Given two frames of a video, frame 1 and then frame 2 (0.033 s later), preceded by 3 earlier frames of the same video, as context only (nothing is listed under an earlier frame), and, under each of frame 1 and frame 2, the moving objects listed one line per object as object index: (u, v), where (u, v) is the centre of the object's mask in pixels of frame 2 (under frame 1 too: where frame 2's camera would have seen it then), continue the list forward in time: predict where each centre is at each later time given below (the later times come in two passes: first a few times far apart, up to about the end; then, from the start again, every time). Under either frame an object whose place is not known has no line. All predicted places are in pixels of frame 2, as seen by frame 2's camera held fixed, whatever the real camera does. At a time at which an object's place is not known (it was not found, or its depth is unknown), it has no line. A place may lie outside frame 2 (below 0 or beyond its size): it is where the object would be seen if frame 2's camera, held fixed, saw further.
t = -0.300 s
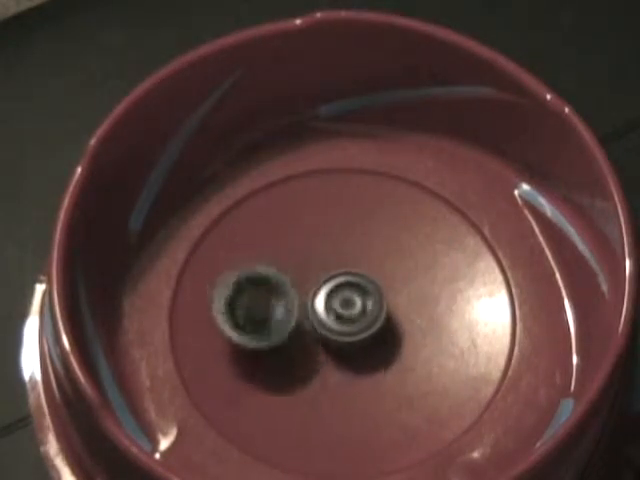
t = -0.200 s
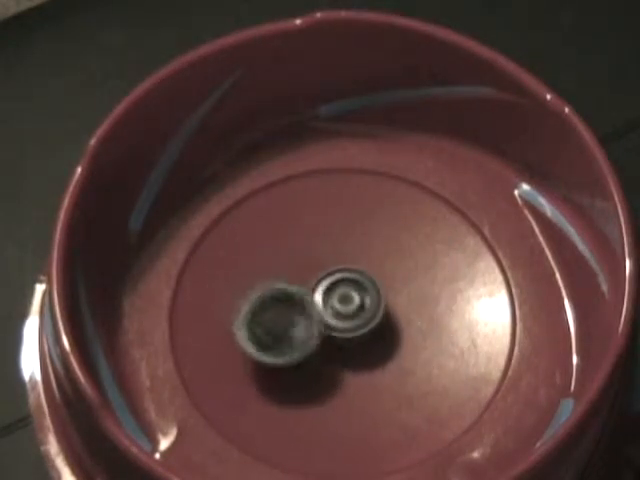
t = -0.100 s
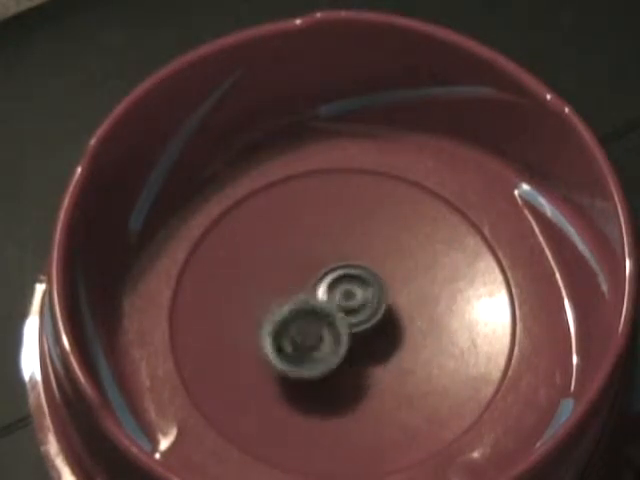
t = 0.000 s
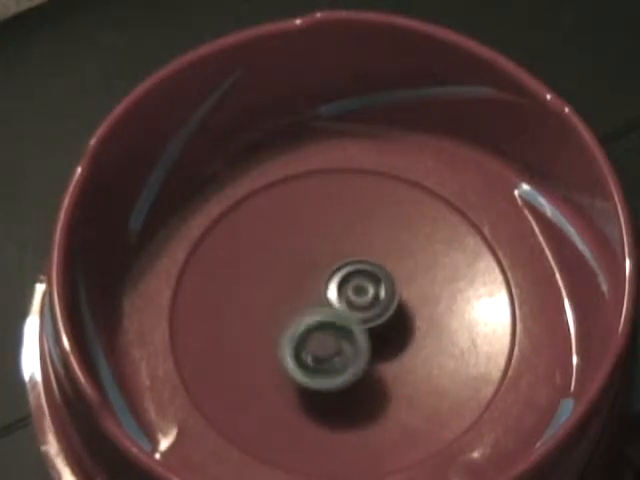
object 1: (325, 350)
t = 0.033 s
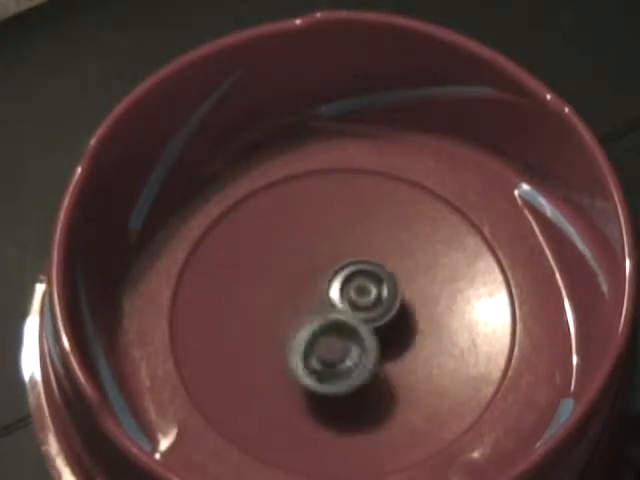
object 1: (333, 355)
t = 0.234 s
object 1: (384, 358)
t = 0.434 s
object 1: (415, 341)
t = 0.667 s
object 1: (425, 300)
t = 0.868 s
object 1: (394, 260)
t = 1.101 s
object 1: (347, 235)
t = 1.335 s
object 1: (303, 227)
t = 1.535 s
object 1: (288, 268)
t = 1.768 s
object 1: (270, 299)
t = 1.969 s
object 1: (288, 335)
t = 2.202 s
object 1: (343, 359)
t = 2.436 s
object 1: (374, 378)
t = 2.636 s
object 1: (404, 349)
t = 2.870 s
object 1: (408, 294)
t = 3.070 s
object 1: (396, 252)
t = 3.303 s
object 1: (367, 221)
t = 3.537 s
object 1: (319, 248)
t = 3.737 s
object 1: (289, 265)
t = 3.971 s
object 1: (272, 308)
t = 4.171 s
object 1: (288, 341)
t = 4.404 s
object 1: (333, 362)
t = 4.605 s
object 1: (380, 348)
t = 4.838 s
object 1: (421, 318)
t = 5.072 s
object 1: (426, 279)
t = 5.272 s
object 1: (388, 253)
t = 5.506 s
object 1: (335, 242)
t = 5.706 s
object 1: (296, 246)
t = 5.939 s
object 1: (276, 282)
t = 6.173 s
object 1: (298, 330)
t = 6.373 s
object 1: (327, 360)
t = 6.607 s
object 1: (366, 370)
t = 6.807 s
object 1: (396, 348)
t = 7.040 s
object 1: (414, 303)
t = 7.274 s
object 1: (412, 260)
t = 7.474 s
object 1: (383, 238)
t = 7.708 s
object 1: (349, 239)
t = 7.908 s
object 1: (310, 247)
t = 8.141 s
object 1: (282, 272)
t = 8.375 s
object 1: (252, 261)
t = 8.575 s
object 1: (263, 259)
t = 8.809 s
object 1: (294, 272)
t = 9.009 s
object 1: (294, 297)
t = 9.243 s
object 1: (277, 309)
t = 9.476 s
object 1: (284, 289)
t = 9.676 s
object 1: (265, 211)
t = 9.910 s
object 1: (288, 182)
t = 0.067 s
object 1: (343, 357)
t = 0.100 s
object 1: (352, 359)
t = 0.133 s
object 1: (360, 360)
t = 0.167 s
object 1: (370, 360)
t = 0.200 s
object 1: (377, 359)
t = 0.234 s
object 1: (384, 358)
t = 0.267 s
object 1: (389, 357)
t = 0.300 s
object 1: (395, 356)
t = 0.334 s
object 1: (401, 354)
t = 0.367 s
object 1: (407, 351)
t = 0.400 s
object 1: (412, 347)
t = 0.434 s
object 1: (415, 341)
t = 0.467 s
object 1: (416, 333)
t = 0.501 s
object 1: (416, 326)
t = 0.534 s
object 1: (414, 318)
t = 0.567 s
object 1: (415, 313)
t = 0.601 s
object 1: (421, 311)
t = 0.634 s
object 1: (424, 307)
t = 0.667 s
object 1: (425, 300)
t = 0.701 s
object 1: (424, 294)
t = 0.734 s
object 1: (420, 285)
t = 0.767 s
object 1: (414, 275)
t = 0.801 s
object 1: (408, 270)
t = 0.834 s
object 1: (402, 266)
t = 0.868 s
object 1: (394, 260)
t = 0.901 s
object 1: (388, 256)
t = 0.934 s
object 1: (379, 254)
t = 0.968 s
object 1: (370, 252)
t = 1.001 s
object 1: (361, 251)
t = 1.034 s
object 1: (354, 248)
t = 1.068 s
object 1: (351, 239)
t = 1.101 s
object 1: (347, 235)
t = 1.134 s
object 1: (343, 231)
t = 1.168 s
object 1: (338, 229)
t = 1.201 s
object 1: (331, 226)
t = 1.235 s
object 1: (323, 224)
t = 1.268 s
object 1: (316, 224)
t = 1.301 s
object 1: (310, 224)
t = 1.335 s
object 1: (303, 227)
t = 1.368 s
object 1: (298, 231)
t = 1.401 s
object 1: (294, 236)
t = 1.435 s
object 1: (290, 244)
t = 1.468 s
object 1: (288, 251)
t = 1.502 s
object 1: (287, 258)
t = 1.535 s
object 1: (288, 268)
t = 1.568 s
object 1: (288, 276)
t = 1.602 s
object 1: (283, 279)
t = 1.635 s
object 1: (277, 278)
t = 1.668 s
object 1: (275, 279)
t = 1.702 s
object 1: (273, 285)
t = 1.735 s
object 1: (271, 292)
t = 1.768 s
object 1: (270, 299)
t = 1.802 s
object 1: (270, 304)
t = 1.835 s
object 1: (272, 312)
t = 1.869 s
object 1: (275, 318)
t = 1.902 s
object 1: (278, 325)
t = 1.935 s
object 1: (282, 330)
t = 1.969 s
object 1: (288, 335)
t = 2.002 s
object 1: (293, 340)
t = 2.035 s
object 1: (302, 345)
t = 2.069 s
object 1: (309, 348)
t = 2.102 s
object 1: (319, 351)
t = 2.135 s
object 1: (327, 353)
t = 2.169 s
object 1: (336, 356)
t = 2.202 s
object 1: (343, 359)
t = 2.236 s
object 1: (343, 366)
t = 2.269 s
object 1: (345, 368)
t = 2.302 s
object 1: (350, 372)
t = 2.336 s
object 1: (356, 374)
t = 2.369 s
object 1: (362, 376)
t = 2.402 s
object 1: (368, 377)
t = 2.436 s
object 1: (374, 378)
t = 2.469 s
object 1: (382, 376)
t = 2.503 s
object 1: (388, 372)
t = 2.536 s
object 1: (393, 368)
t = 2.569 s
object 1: (397, 363)
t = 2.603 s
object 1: (402, 356)
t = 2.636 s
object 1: (404, 349)
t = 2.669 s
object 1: (407, 341)
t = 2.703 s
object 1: (408, 335)
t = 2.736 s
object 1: (410, 326)
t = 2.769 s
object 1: (410, 319)
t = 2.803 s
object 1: (409, 310)
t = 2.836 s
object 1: (408, 303)
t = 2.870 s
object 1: (408, 294)
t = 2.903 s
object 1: (407, 287)
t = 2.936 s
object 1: (405, 279)
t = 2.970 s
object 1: (403, 272)
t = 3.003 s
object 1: (401, 263)
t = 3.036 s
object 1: (399, 257)
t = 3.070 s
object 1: (396, 252)
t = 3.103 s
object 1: (395, 247)
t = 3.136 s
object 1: (391, 241)
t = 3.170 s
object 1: (390, 235)
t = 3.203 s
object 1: (386, 229)
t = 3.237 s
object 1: (381, 225)
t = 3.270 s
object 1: (374, 222)
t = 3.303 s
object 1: (367, 221)
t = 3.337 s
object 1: (359, 222)
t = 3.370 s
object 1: (352, 222)
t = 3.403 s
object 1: (344, 226)
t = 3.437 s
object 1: (339, 231)
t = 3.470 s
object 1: (332, 237)
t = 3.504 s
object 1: (326, 242)
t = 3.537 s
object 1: (319, 248)
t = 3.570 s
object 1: (313, 249)
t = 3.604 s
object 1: (309, 249)
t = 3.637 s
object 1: (304, 251)
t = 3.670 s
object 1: (298, 256)
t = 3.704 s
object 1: (292, 260)
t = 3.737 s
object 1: (289, 265)
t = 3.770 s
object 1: (285, 270)
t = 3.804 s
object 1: (280, 276)
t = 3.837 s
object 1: (276, 281)
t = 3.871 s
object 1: (274, 287)
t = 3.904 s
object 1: (272, 294)
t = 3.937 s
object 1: (271, 300)
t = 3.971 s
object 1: (272, 308)
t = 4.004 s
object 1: (273, 314)
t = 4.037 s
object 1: (277, 321)
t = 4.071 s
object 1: (281, 327)
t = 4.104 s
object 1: (286, 333)
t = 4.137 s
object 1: (286, 338)
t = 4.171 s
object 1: (288, 341)
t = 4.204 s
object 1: (292, 346)
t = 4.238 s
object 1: (298, 352)
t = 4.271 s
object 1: (304, 356)
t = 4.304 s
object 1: (310, 358)
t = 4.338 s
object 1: (318, 361)
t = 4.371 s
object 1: (325, 362)
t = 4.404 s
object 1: (333, 362)
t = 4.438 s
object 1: (342, 361)
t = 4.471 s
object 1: (349, 360)
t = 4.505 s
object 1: (358, 358)
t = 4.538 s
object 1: (367, 354)
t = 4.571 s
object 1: (374, 351)
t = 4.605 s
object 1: (380, 348)
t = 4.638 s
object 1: (387, 344)
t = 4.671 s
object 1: (394, 340)
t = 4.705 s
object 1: (399, 338)
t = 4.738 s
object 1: (405, 334)
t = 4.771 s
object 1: (411, 328)
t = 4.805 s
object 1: (416, 324)
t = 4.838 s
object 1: (421, 318)
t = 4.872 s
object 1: (424, 313)
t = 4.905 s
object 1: (426, 307)
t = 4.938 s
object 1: (429, 303)
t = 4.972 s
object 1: (430, 298)
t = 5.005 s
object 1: (430, 291)
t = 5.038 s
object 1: (429, 286)
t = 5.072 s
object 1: (426, 279)
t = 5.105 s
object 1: (422, 275)
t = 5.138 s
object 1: (416, 270)
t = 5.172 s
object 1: (410, 264)
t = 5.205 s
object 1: (404, 262)
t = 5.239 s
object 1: (397, 258)
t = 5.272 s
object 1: (388, 253)
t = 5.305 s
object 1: (381, 251)
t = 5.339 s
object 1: (372, 249)
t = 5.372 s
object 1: (365, 246)
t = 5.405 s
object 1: (357, 245)
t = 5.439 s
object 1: (350, 245)
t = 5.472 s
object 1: (343, 244)
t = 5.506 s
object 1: (335, 242)
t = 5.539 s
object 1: (329, 243)
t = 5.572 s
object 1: (323, 242)
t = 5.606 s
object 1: (314, 242)
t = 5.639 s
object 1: (308, 243)
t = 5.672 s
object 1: (301, 244)
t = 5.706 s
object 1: (296, 246)
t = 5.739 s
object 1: (290, 249)
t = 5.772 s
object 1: (286, 254)
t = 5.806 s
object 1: (282, 258)
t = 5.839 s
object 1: (278, 264)
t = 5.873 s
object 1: (277, 270)
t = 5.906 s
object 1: (276, 275)
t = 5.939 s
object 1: (276, 282)
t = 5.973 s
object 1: (277, 290)
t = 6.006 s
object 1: (279, 296)
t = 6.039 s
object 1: (282, 304)
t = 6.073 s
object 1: (285, 311)
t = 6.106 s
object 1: (289, 317)
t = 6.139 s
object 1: (293, 323)
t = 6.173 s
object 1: (298, 330)
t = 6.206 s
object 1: (302, 336)
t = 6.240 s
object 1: (306, 341)
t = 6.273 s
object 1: (311, 347)
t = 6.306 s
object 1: (315, 351)
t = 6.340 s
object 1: (321, 356)
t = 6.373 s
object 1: (327, 360)
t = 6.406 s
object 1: (331, 363)
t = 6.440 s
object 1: (337, 366)
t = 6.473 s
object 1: (344, 368)
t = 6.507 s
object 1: (349, 371)
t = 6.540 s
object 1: (356, 371)
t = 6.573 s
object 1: (361, 370)
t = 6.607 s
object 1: (366, 370)
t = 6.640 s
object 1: (371, 367)
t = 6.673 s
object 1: (377, 365)
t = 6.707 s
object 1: (381, 362)
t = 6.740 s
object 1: (388, 357)
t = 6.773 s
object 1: (392, 352)
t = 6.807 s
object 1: (396, 348)
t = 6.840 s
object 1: (401, 342)
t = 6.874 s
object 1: (404, 335)
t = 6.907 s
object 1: (406, 330)
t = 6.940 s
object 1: (409, 322)
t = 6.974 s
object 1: (411, 317)
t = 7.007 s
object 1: (413, 310)
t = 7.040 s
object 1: (414, 303)
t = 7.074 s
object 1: (416, 296)
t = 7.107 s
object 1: (417, 291)
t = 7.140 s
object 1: (417, 285)
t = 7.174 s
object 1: (416, 280)
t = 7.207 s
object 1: (418, 272)
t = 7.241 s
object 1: (415, 266)
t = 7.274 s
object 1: (412, 260)
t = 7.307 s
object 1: (409, 254)
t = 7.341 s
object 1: (406, 251)
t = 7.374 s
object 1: (401, 246)
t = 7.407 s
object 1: (395, 243)
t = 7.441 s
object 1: (390, 240)
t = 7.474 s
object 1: (383, 238)
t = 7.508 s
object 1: (377, 237)
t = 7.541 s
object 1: (371, 238)
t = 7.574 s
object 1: (368, 239)
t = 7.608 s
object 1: (366, 238)
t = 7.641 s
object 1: (363, 239)
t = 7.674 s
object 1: (358, 239)
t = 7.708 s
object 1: (349, 239)
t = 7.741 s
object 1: (343, 239)
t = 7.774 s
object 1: (337, 240)
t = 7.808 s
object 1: (330, 241)
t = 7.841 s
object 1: (324, 243)
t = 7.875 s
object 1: (317, 245)
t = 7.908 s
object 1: (310, 247)
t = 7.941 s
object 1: (306, 248)
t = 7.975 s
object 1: (300, 253)
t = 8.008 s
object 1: (296, 257)
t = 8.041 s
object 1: (292, 261)
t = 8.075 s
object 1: (289, 265)
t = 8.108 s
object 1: (286, 269)
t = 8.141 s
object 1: (282, 272)
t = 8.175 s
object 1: (280, 275)
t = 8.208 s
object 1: (278, 275)
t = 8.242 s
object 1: (269, 273)
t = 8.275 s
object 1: (260, 267)
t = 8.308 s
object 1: (255, 263)
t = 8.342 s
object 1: (253, 261)
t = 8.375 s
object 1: (252, 261)
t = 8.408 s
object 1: (251, 261)
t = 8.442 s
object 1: (252, 260)
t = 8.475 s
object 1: (252, 258)
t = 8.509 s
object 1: (255, 257)
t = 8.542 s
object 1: (259, 257)
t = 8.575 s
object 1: (263, 259)
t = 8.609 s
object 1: (269, 263)
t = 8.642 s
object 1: (276, 265)
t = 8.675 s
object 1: (285, 269)
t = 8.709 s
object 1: (295, 275)
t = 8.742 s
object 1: (294, 273)
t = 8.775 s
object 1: (293, 272)
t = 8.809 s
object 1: (294, 272)
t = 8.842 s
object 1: (296, 274)
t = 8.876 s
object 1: (301, 281)
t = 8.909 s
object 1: (303, 287)
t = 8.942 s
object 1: (304, 294)
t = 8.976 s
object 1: (302, 298)
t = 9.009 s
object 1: (294, 297)
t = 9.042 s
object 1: (290, 296)
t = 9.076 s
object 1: (288, 297)
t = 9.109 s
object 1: (288, 300)
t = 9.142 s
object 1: (286, 303)
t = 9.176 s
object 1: (282, 306)
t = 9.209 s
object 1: (279, 307)
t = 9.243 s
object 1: (277, 309)
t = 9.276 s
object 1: (275, 311)
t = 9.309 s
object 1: (273, 311)
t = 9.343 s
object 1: (276, 311)
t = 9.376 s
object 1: (278, 311)
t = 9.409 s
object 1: (280, 310)
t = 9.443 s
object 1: (283, 302)
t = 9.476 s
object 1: (284, 289)
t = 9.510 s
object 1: (283, 272)
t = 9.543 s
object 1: (278, 257)
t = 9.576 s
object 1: (276, 245)
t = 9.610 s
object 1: (272, 235)
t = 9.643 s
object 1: (269, 225)
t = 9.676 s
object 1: (265, 211)
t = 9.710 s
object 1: (262, 202)
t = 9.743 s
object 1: (263, 197)
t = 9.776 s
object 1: (266, 192)
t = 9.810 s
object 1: (268, 191)
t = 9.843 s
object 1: (276, 187)
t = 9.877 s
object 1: (279, 182)
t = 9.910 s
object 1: (288, 182)
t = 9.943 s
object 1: (295, 189)
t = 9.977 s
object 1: (309, 194)
